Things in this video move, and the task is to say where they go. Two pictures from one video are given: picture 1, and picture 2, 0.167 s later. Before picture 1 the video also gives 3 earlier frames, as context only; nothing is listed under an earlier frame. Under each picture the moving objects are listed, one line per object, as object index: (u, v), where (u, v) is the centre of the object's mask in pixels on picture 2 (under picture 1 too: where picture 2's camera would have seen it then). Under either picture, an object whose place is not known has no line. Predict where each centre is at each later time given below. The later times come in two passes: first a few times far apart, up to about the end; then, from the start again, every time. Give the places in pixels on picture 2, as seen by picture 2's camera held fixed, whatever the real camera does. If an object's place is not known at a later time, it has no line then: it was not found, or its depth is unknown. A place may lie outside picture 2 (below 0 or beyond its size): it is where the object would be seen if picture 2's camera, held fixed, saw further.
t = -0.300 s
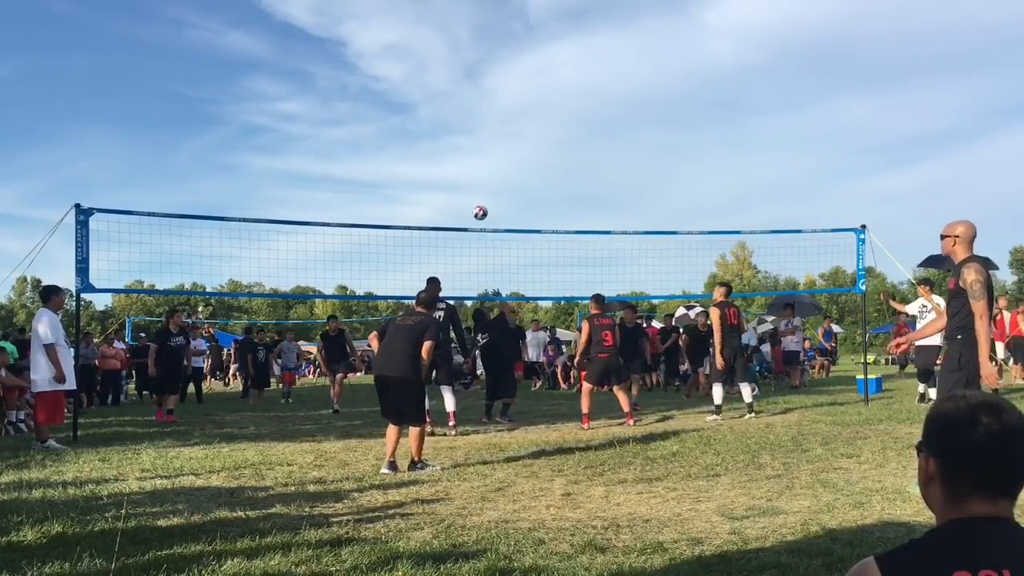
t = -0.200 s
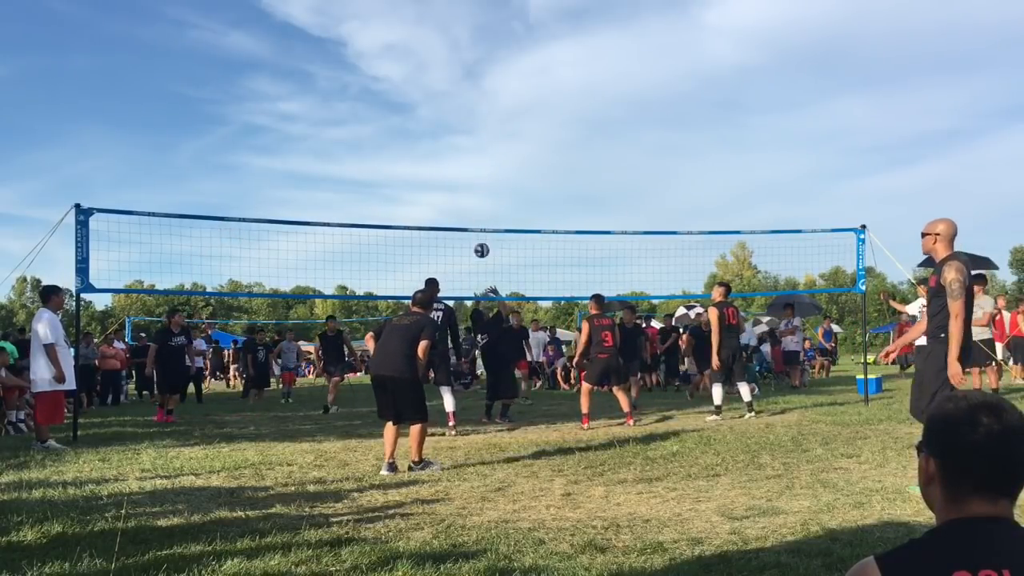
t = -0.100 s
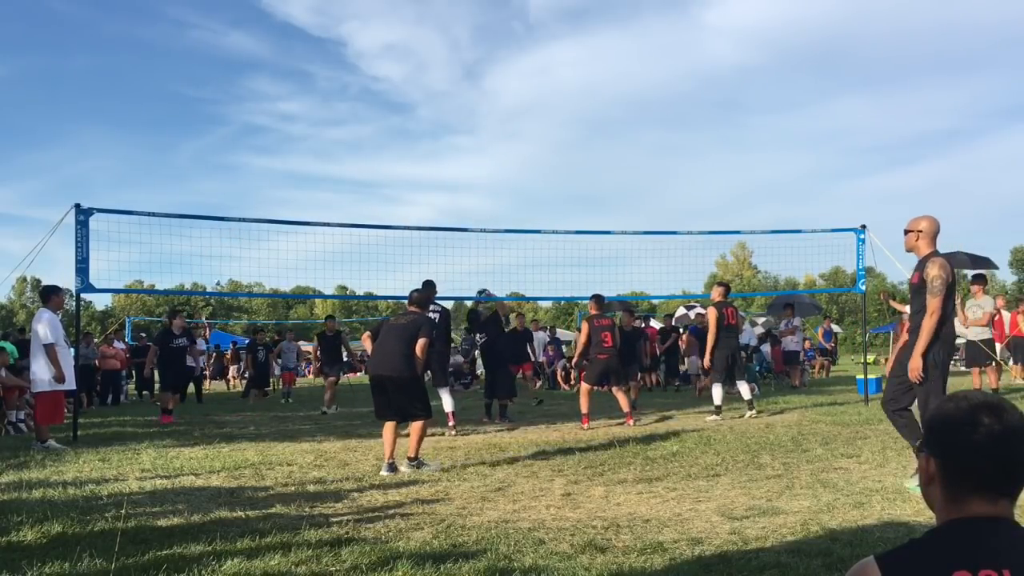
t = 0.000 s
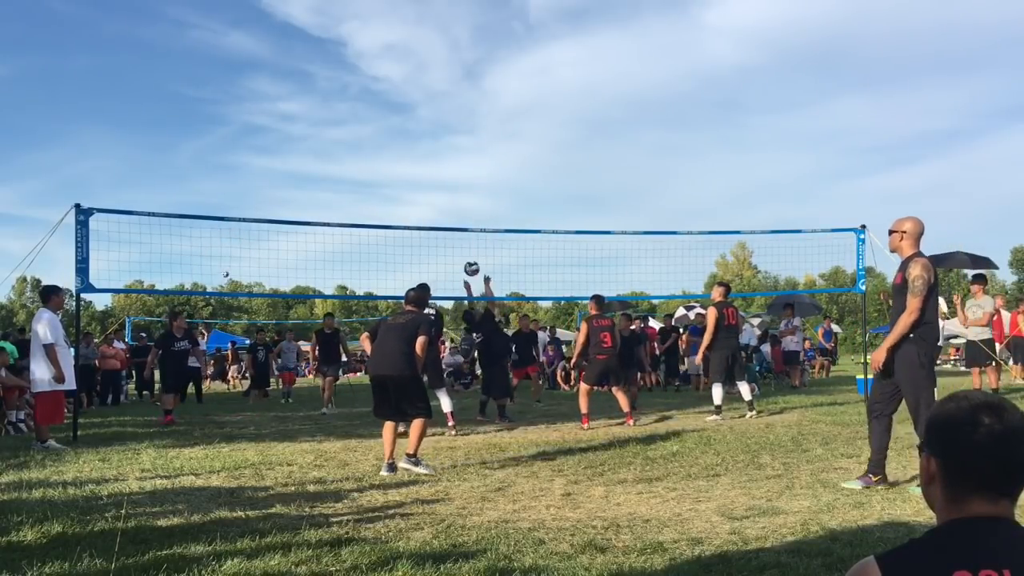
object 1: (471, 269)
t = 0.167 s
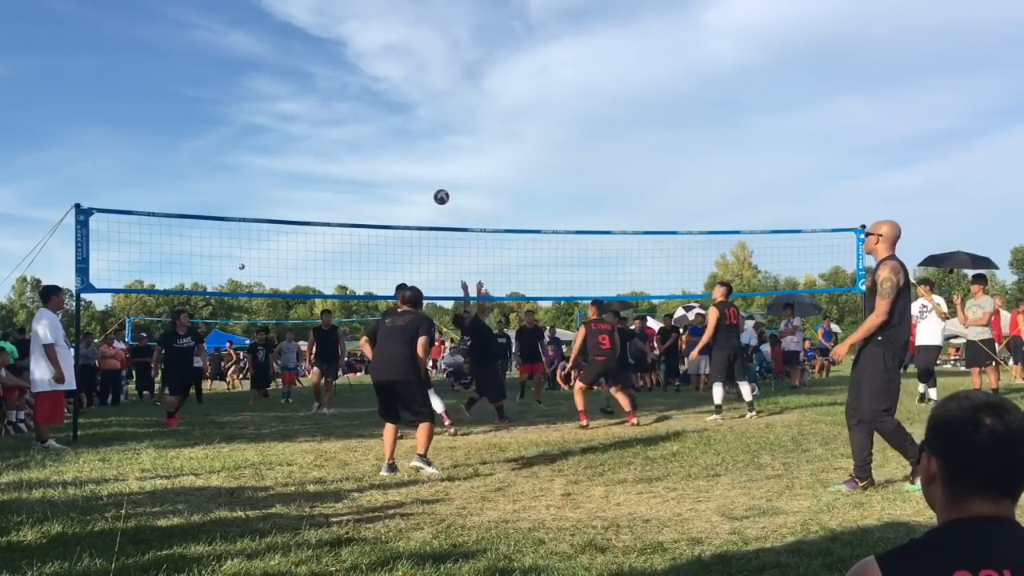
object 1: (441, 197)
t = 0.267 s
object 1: (422, 163)
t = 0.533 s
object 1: (371, 109)
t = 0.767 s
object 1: (327, 107)
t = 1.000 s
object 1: (285, 149)
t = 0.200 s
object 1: (435, 185)
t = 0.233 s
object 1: (429, 174)
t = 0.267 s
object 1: (422, 163)
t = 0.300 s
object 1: (416, 153)
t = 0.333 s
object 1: (410, 144)
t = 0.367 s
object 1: (403, 136)
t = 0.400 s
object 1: (397, 129)
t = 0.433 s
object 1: (390, 123)
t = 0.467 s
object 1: (384, 117)
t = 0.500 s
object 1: (377, 113)
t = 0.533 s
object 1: (371, 109)
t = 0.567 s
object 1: (365, 106)
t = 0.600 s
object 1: (358, 104)
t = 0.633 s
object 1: (352, 103)
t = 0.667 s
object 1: (346, 103)
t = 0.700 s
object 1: (339, 103)
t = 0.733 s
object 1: (333, 105)
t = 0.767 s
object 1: (327, 107)
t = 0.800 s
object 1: (321, 110)
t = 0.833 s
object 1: (315, 114)
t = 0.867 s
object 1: (309, 119)
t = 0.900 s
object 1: (303, 125)
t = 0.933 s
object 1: (297, 132)
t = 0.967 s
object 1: (291, 140)
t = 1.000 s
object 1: (285, 149)
